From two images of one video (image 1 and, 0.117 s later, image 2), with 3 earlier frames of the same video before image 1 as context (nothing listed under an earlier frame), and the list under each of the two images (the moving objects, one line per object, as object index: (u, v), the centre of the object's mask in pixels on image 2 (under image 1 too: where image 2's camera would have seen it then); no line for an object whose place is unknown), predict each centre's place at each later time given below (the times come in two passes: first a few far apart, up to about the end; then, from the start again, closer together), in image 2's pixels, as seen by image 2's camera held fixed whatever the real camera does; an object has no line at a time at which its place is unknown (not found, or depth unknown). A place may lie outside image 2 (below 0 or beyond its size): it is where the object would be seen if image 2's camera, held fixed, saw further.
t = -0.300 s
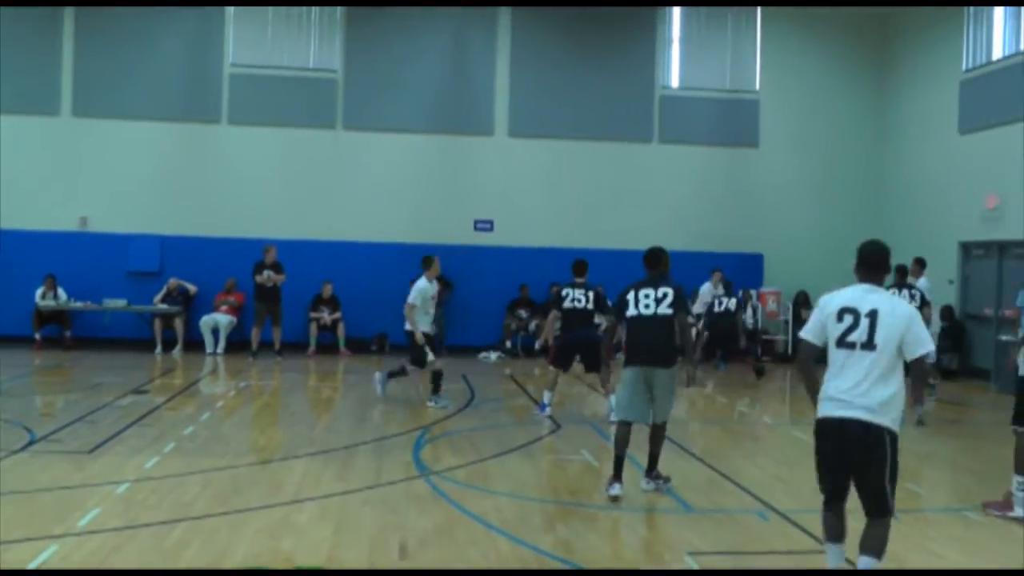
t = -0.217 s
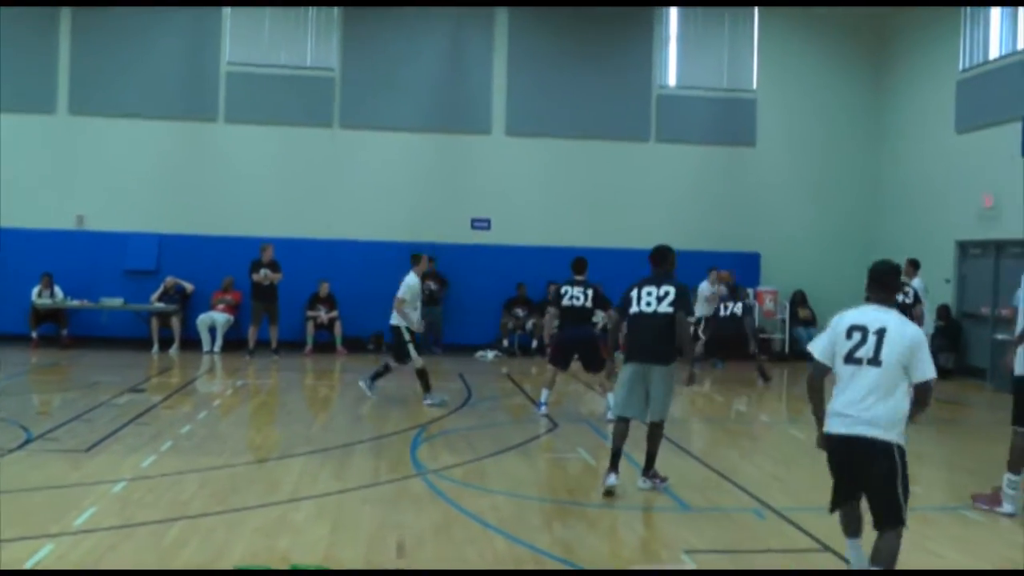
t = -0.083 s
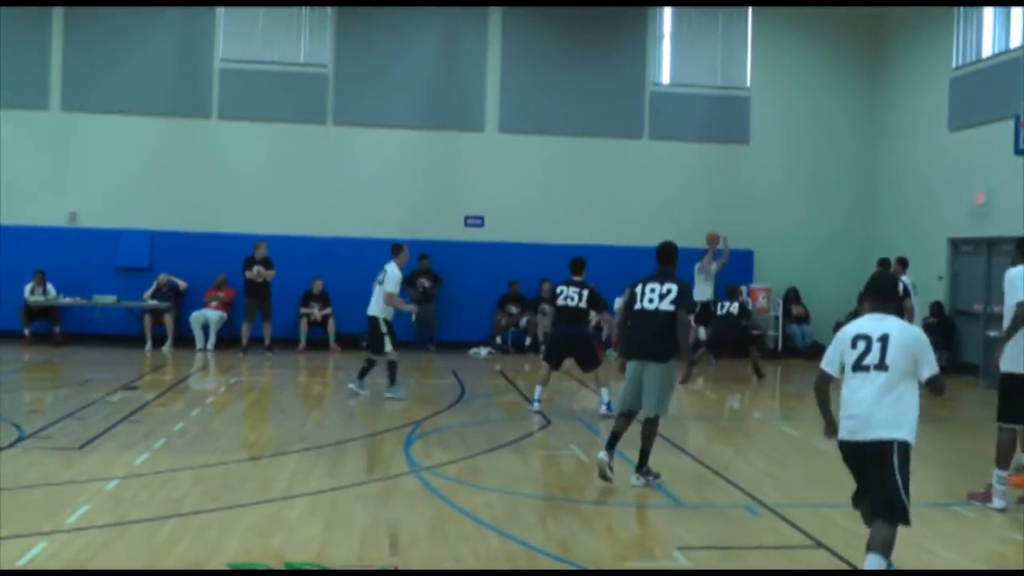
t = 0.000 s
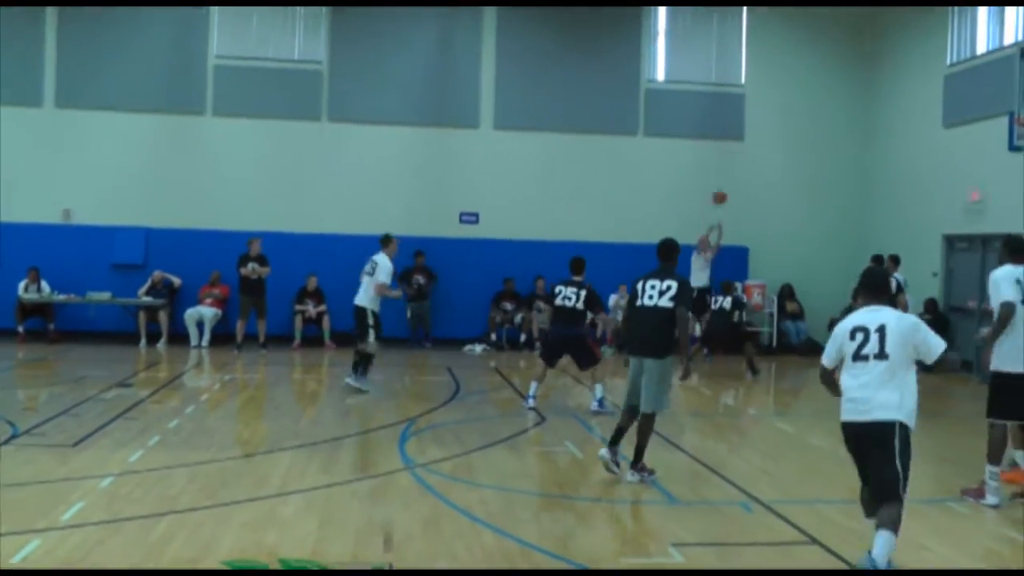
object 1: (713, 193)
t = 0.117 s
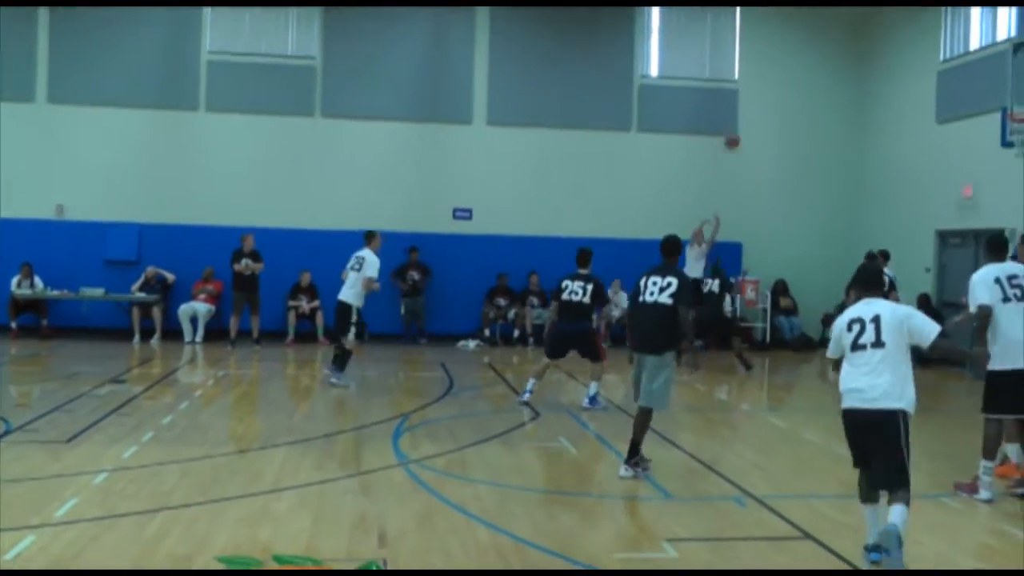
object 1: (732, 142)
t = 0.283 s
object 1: (759, 79)
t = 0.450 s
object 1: (788, 29)
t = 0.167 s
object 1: (739, 122)
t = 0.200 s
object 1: (745, 109)
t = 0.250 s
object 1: (754, 90)
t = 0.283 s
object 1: (759, 79)
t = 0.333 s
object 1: (768, 62)
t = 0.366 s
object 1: (774, 52)
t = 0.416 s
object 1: (782, 37)
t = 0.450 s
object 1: (788, 29)
